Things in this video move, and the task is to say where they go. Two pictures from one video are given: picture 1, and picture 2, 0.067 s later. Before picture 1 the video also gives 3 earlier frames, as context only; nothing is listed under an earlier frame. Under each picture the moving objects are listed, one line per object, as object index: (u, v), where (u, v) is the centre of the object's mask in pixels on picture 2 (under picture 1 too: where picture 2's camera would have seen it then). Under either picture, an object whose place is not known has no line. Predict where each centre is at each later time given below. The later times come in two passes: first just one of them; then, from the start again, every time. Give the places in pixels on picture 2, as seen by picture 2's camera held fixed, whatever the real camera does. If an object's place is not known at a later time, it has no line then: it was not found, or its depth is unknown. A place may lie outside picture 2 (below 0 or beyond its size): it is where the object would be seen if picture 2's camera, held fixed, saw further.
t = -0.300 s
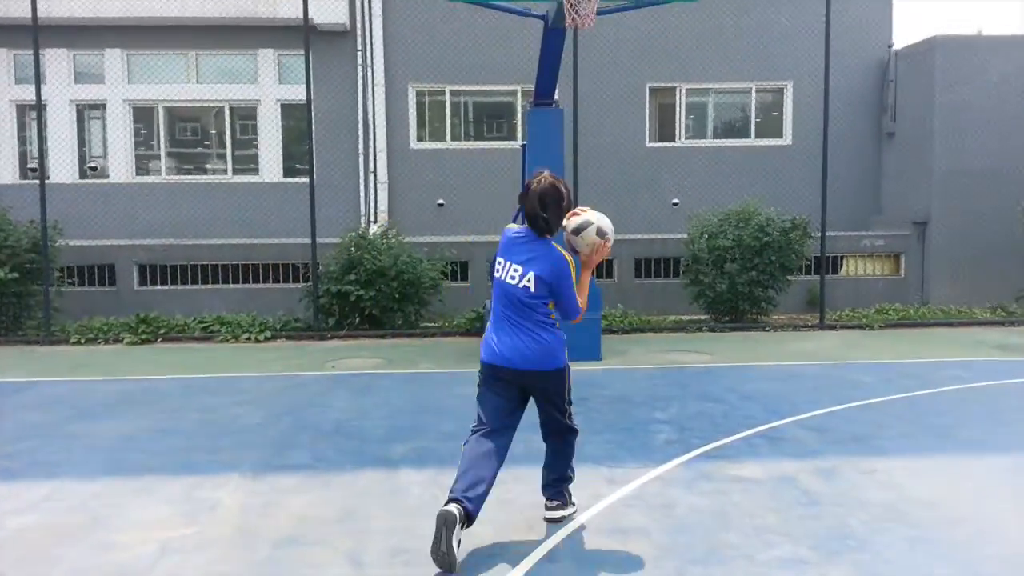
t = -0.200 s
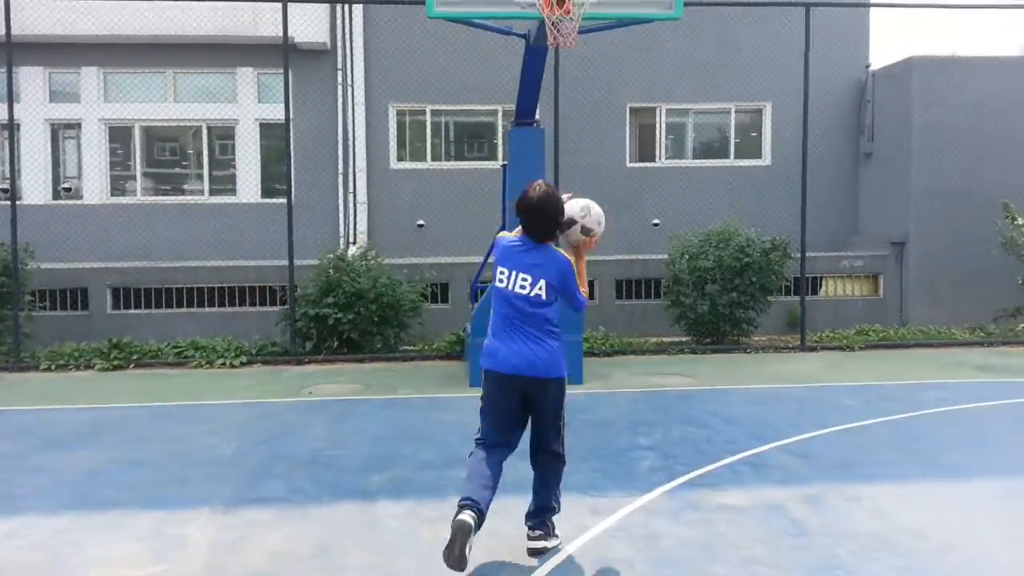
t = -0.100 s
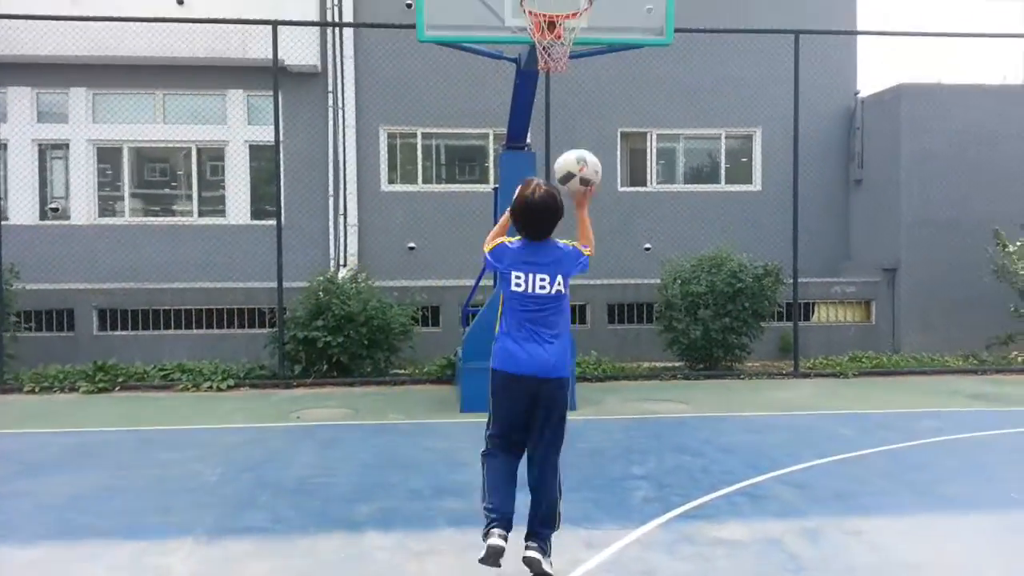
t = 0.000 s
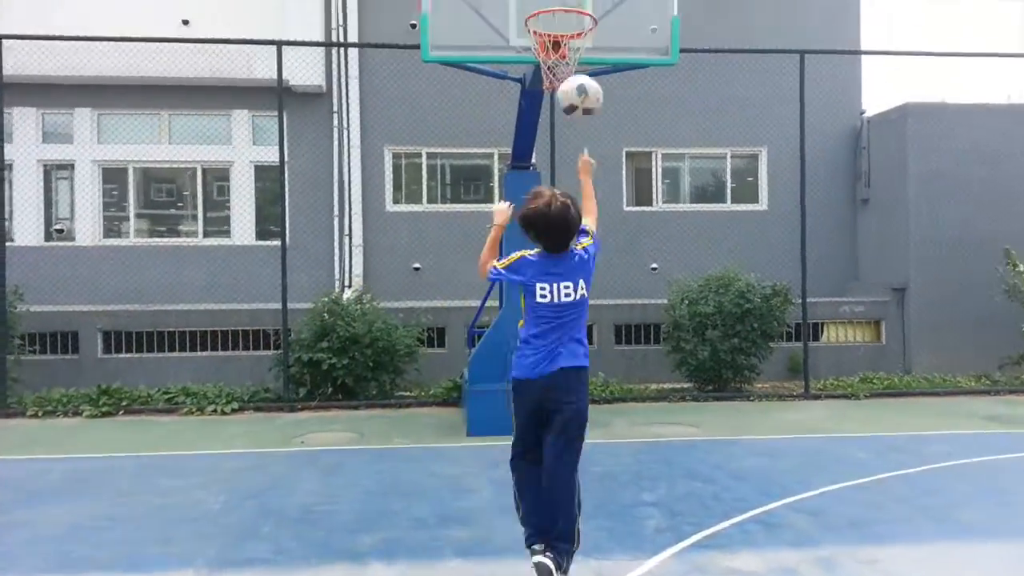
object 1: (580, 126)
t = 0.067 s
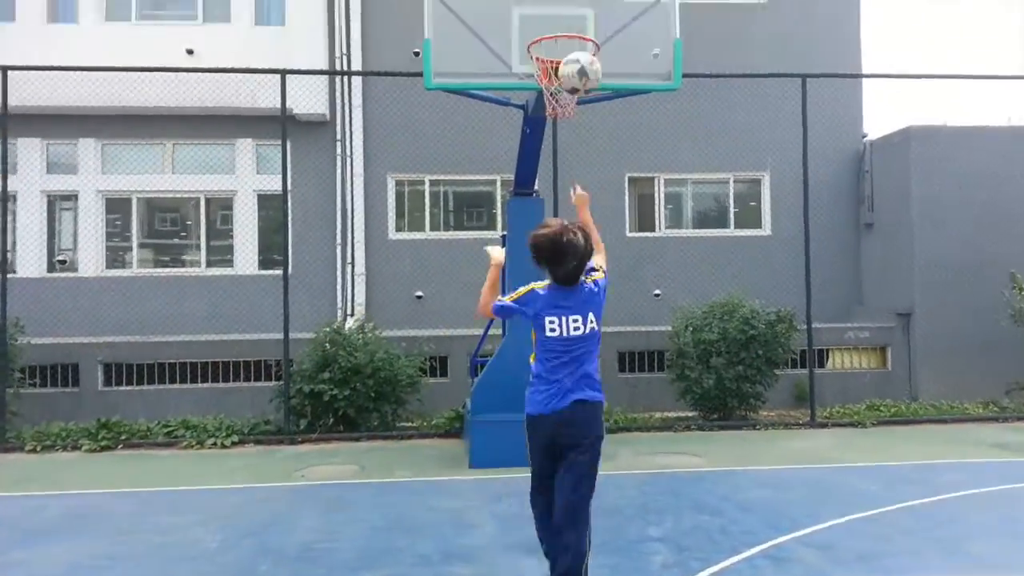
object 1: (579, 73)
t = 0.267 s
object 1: (579, -4)
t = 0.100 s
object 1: (580, 54)
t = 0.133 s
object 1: (579, 35)
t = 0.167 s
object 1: (579, 25)
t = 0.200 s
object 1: (577, 11)
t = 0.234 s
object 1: (577, 1)
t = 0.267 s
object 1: (579, -4)
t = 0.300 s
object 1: (579, -7)
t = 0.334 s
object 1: (577, -8)
